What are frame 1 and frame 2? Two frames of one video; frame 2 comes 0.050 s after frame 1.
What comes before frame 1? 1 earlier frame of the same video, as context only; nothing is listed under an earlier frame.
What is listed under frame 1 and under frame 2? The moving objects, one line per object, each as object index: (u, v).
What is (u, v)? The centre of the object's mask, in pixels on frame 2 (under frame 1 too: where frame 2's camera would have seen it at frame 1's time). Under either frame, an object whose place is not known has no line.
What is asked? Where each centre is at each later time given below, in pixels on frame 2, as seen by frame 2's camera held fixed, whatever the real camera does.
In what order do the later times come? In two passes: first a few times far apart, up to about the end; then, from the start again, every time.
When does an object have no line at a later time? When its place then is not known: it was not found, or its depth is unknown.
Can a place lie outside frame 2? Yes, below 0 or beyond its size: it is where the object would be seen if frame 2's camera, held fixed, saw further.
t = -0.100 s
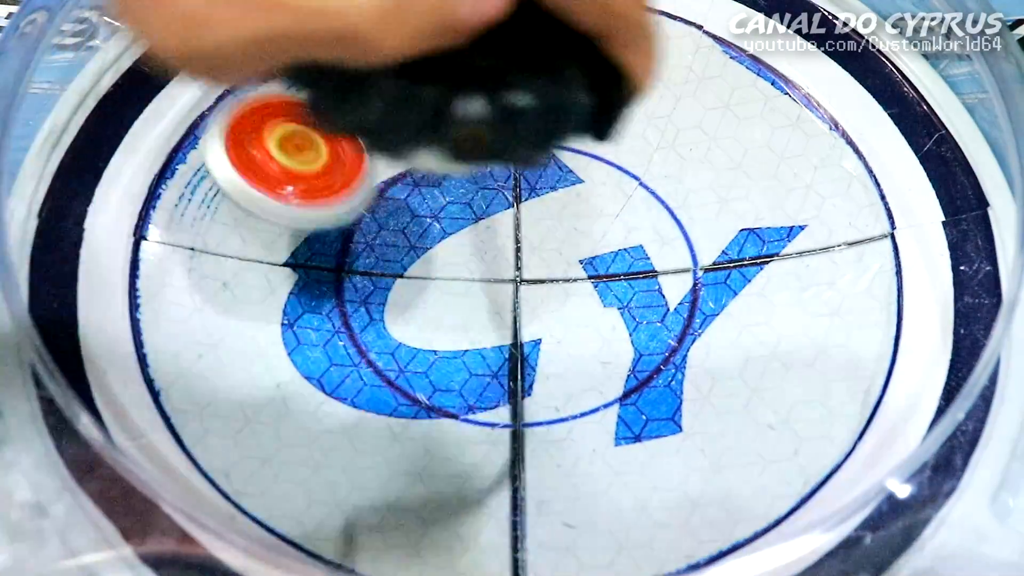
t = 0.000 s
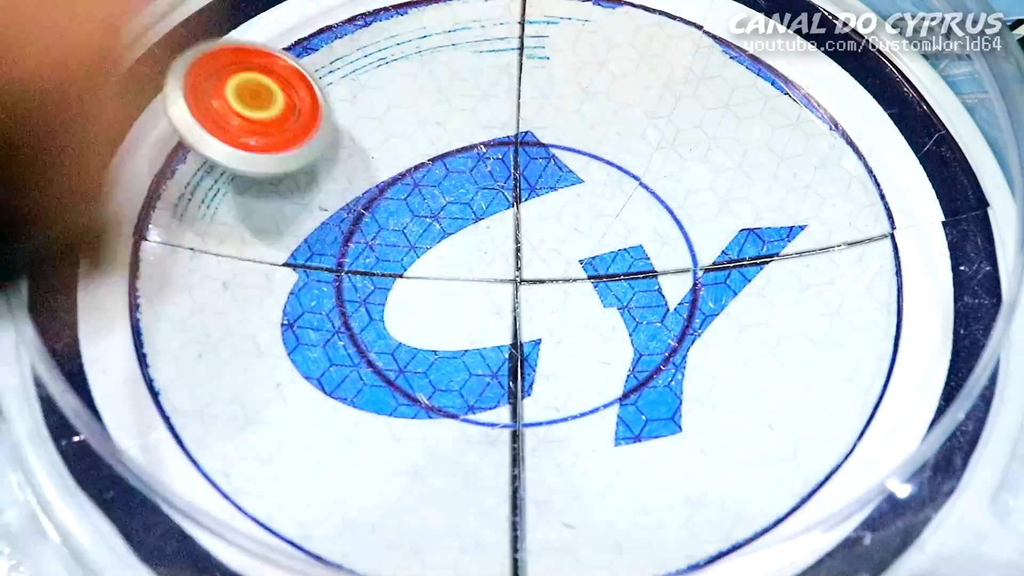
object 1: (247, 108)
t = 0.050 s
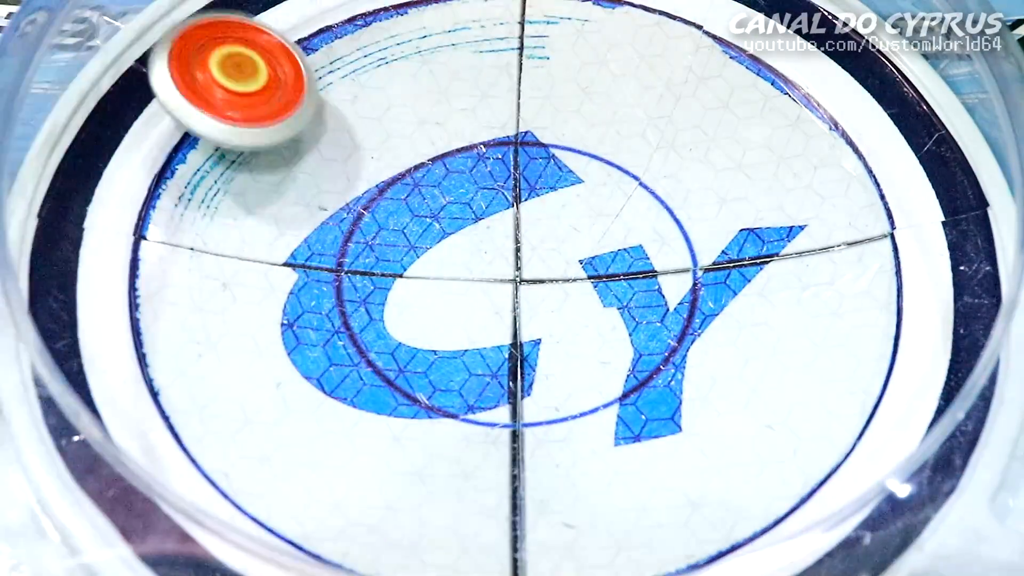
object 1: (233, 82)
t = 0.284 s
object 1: (250, 115)
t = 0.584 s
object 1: (384, 176)
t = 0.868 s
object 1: (621, 46)
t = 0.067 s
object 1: (229, 75)
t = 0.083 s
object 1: (227, 73)
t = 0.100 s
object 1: (225, 70)
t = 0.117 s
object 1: (224, 68)
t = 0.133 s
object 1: (226, 69)
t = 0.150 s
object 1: (228, 72)
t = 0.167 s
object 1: (230, 76)
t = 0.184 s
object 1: (232, 80)
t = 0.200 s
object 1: (235, 84)
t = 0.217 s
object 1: (238, 90)
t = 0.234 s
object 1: (241, 95)
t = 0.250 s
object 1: (244, 102)
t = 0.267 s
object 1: (247, 108)
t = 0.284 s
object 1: (250, 115)
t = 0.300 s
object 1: (254, 122)
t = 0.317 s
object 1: (261, 127)
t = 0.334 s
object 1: (268, 132)
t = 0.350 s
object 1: (275, 133)
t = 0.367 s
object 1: (282, 138)
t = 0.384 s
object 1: (288, 139)
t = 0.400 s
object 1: (295, 140)
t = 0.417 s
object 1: (302, 146)
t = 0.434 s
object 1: (309, 148)
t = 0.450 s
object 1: (316, 152)
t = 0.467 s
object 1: (326, 162)
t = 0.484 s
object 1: (332, 159)
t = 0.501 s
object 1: (338, 160)
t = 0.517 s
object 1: (346, 166)
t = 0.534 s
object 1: (355, 170)
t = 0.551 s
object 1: (364, 168)
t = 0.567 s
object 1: (373, 171)
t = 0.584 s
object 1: (384, 176)
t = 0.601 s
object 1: (401, 177)
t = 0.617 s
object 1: (422, 173)
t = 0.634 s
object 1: (441, 172)
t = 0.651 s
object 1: (454, 165)
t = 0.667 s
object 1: (467, 158)
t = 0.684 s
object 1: (481, 155)
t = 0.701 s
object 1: (495, 152)
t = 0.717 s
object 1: (512, 144)
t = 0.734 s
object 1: (531, 135)
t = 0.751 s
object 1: (548, 125)
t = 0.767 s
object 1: (566, 112)
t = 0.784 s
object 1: (582, 99)
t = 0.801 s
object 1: (593, 84)
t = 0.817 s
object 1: (604, 72)
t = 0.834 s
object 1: (610, 61)
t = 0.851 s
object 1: (616, 55)
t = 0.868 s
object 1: (621, 46)
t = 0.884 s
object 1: (624, 38)
